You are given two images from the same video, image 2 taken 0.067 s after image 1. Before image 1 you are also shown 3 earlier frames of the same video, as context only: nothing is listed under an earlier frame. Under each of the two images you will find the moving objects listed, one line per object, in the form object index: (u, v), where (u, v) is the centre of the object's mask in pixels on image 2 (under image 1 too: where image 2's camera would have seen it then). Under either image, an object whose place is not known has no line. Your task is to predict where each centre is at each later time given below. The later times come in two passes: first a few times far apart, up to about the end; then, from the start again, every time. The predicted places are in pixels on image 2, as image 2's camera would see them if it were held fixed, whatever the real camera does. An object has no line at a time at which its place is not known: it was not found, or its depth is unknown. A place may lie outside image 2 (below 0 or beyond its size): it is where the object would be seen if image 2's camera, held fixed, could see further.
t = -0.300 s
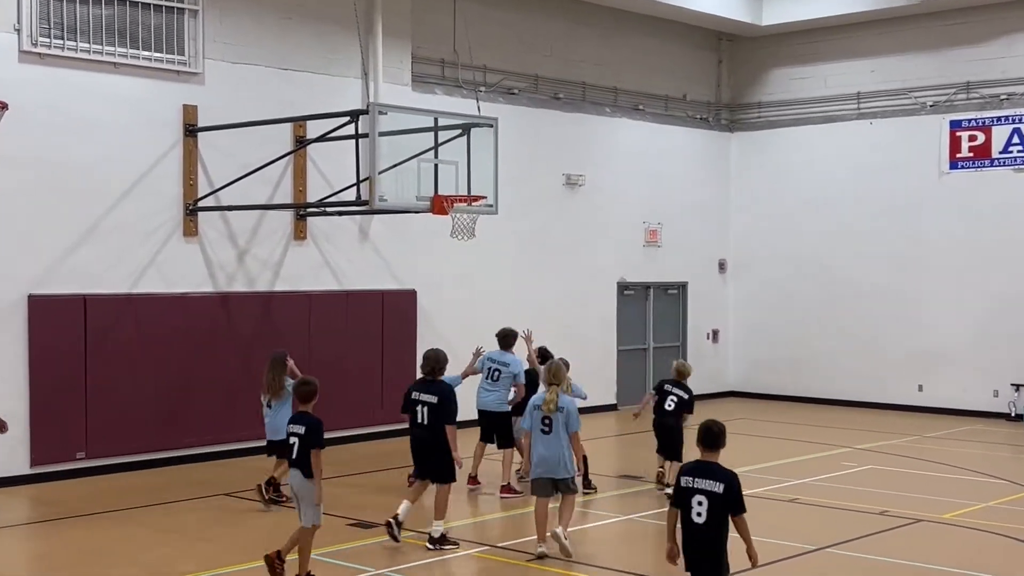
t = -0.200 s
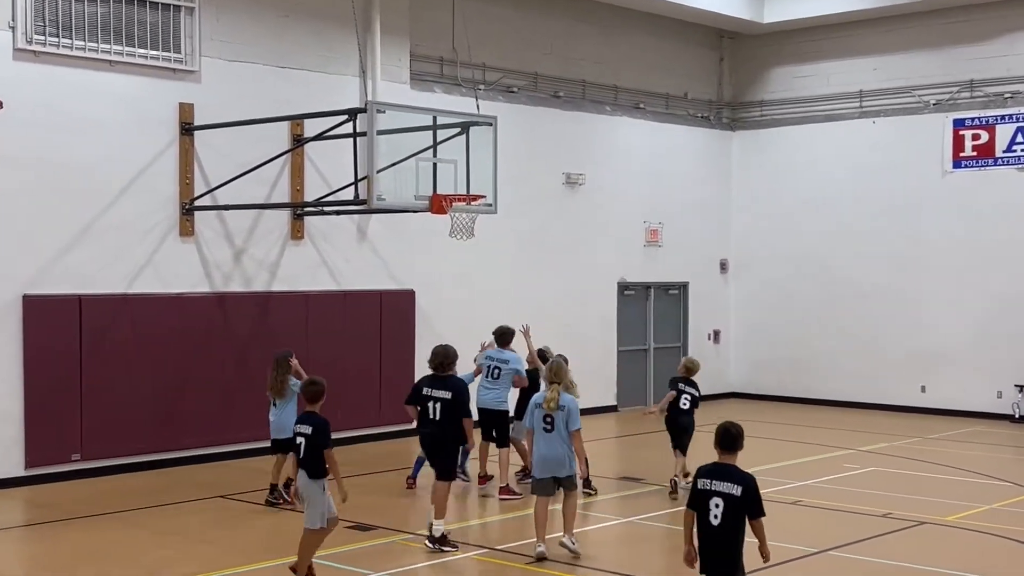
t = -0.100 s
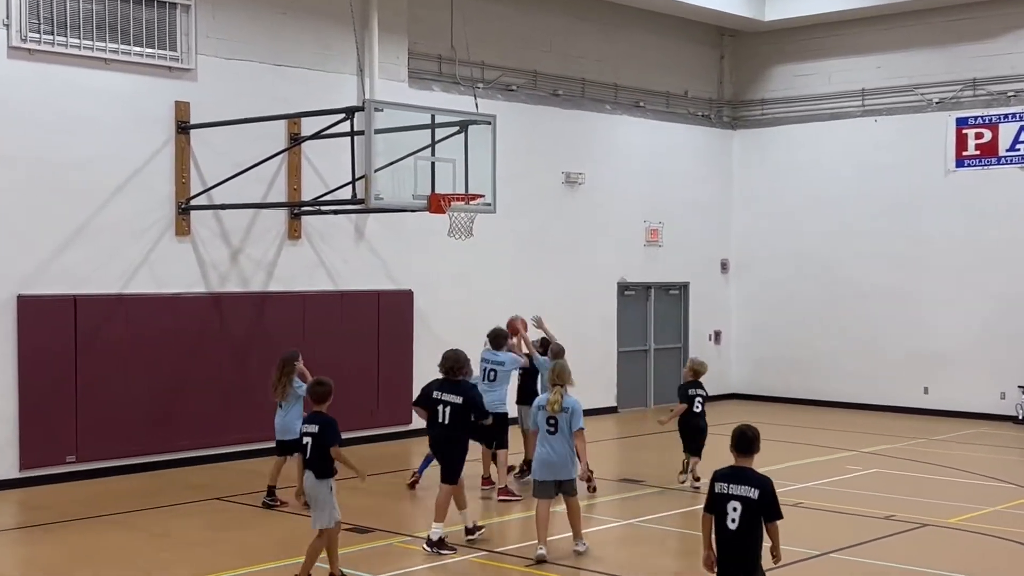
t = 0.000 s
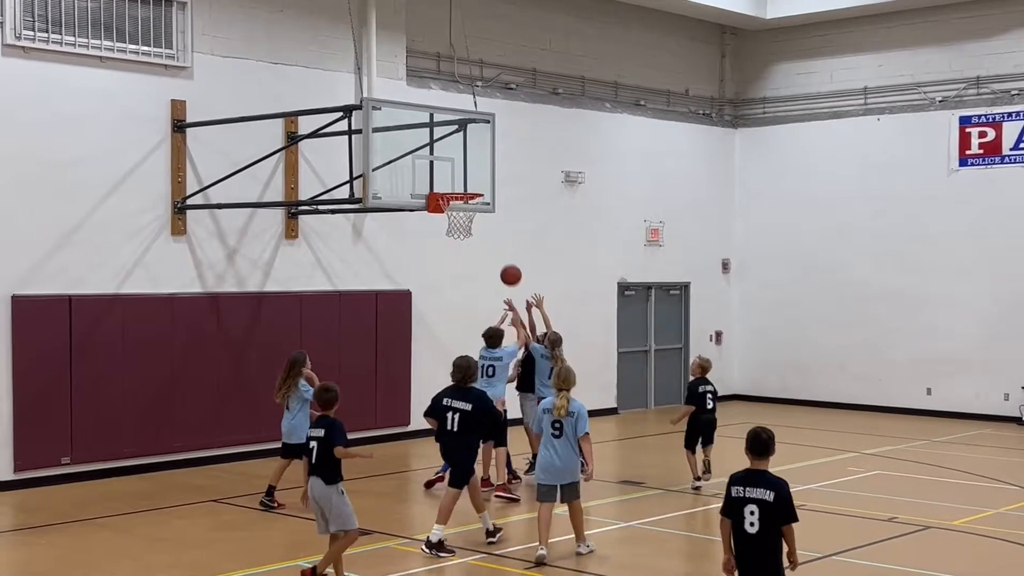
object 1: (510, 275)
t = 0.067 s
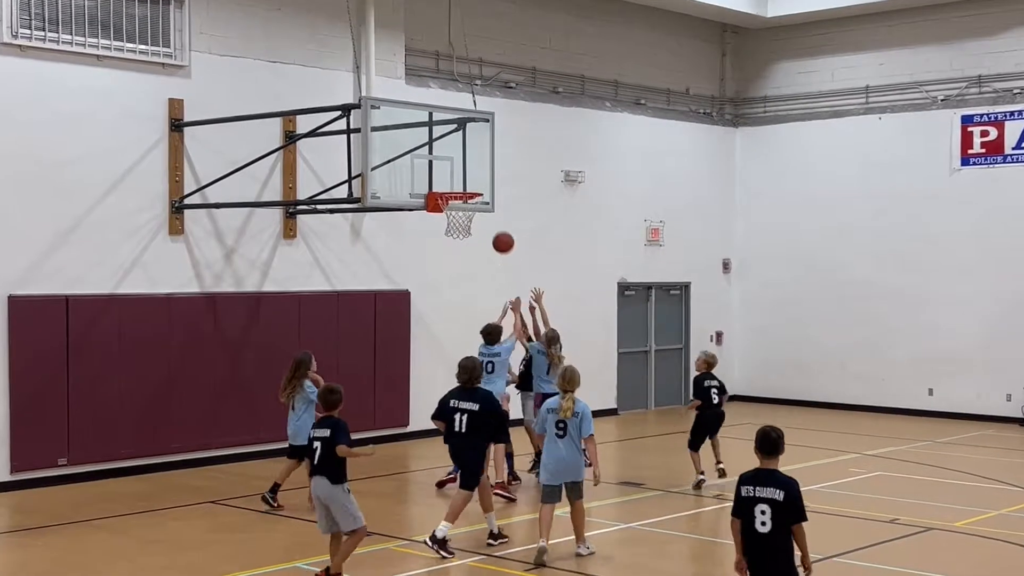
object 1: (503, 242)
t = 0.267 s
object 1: (481, 167)
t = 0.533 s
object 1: (451, 124)
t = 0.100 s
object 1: (499, 227)
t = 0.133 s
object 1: (496, 214)
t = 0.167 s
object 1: (492, 201)
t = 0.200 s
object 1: (489, 188)
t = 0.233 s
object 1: (485, 178)
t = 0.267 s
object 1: (481, 167)
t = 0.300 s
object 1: (477, 158)
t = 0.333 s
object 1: (474, 151)
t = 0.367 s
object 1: (470, 144)
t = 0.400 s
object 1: (466, 137)
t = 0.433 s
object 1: (462, 133)
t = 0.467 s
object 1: (459, 129)
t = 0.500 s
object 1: (455, 126)
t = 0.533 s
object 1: (451, 124)
